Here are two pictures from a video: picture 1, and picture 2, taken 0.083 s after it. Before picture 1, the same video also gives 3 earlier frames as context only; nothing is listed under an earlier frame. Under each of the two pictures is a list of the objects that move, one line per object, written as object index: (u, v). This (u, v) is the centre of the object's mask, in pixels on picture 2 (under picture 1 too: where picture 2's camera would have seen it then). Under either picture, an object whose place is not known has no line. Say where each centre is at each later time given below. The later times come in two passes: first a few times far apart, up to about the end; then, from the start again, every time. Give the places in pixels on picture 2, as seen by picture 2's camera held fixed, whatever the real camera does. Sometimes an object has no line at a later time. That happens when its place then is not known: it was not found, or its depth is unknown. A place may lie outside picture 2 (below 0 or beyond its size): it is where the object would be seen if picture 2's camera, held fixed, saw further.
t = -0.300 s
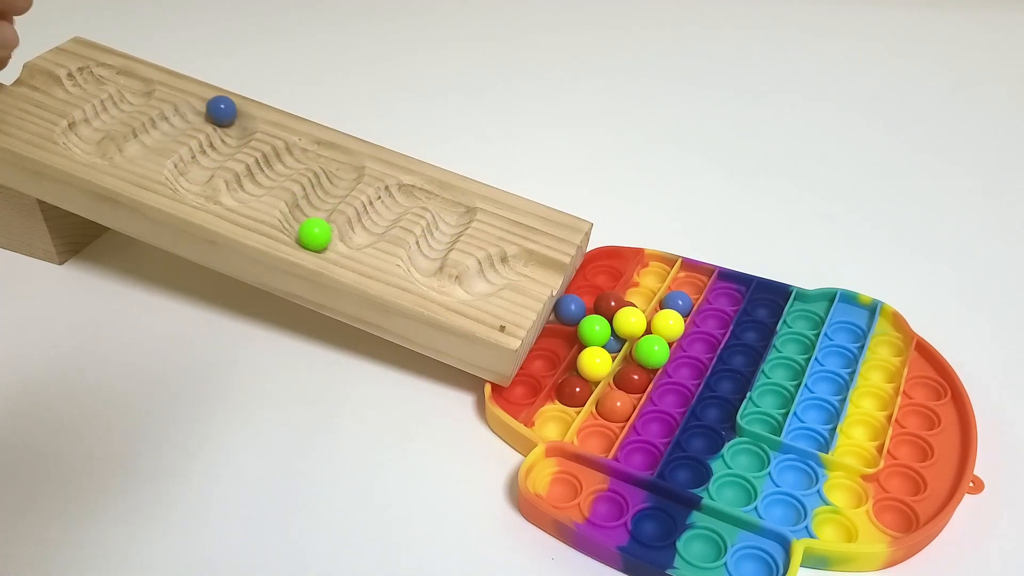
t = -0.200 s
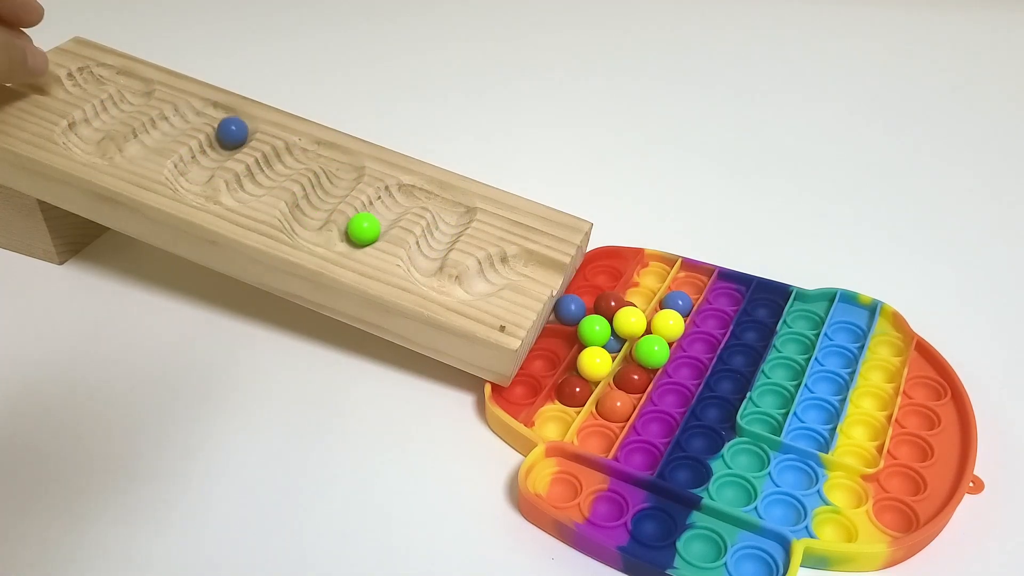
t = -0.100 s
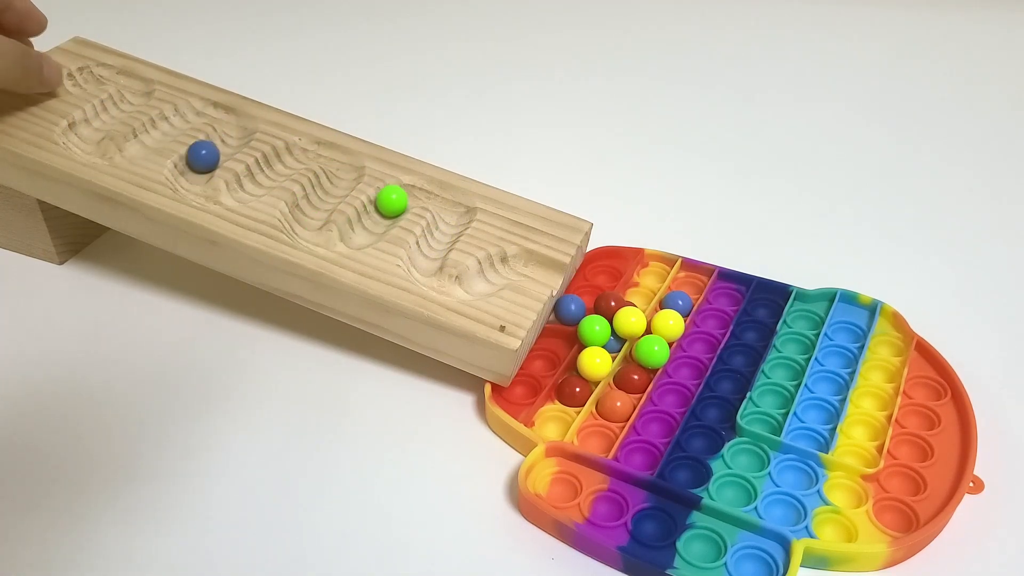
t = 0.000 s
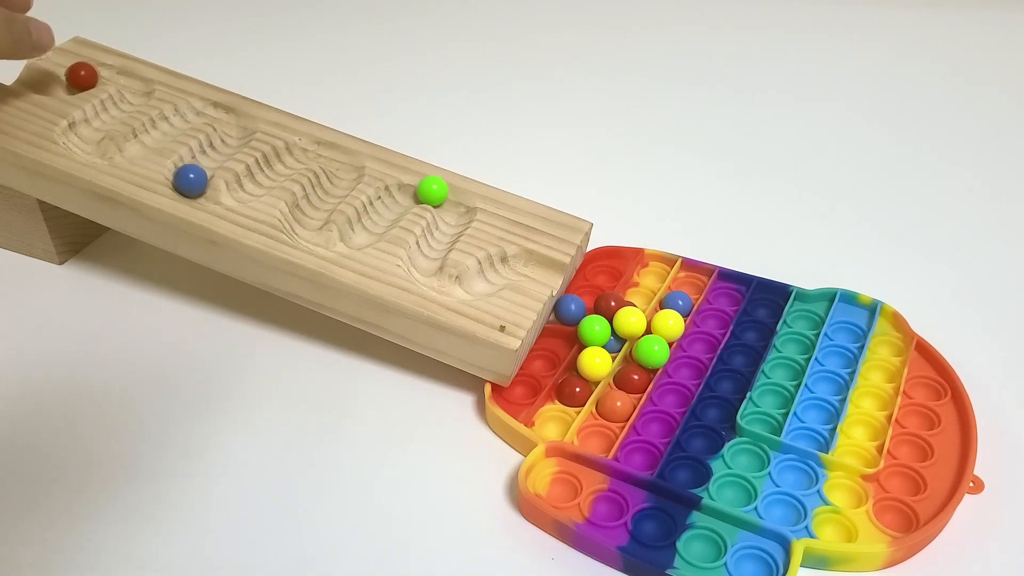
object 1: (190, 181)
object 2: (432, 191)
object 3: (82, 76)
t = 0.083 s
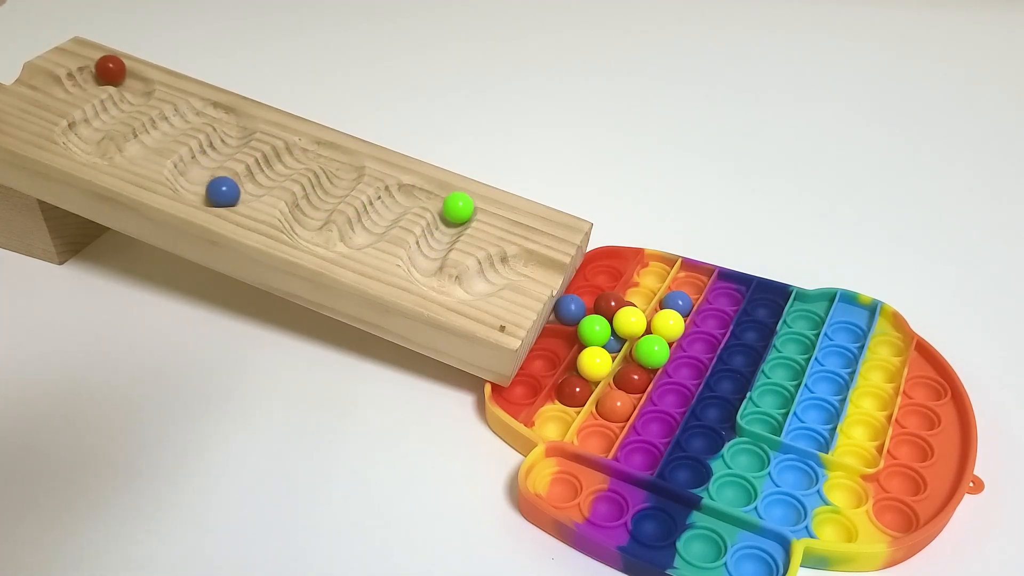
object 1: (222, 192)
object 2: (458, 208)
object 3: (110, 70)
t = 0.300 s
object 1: (306, 149)
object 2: (426, 256)
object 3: (134, 93)
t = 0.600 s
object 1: (305, 222)
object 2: (516, 262)
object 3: (86, 128)
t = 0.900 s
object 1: (407, 191)
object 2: (611, 302)
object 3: (148, 137)
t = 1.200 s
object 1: (428, 250)
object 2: (611, 302)
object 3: (232, 118)
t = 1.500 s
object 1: (517, 262)
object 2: (611, 302)
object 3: (194, 185)
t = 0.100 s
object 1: (231, 191)
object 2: (458, 211)
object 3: (114, 71)
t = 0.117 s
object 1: (239, 189)
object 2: (455, 216)
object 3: (119, 73)
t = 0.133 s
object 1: (246, 186)
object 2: (450, 220)
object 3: (123, 74)
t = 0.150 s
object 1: (252, 182)
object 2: (446, 225)
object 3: (125, 75)
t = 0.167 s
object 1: (258, 178)
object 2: (444, 228)
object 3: (128, 76)
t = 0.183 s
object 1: (263, 174)
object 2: (441, 231)
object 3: (130, 78)
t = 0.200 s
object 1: (269, 170)
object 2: (439, 234)
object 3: (132, 80)
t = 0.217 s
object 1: (275, 166)
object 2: (436, 238)
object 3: (134, 81)
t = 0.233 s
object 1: (282, 162)
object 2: (433, 241)
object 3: (135, 84)
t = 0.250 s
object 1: (287, 158)
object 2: (431, 244)
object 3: (135, 86)
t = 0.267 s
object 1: (293, 154)
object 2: (429, 248)
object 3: (135, 89)
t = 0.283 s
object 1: (299, 151)
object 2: (428, 252)
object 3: (135, 91)
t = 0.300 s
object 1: (306, 149)
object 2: (426, 256)
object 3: (134, 93)
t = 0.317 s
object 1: (313, 148)
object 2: (425, 259)
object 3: (132, 95)
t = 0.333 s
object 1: (321, 149)
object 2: (424, 263)
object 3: (129, 97)
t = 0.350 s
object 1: (329, 151)
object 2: (425, 267)
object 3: (126, 98)
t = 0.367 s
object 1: (336, 154)
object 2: (427, 271)
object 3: (122, 100)
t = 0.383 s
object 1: (341, 158)
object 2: (431, 274)
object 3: (117, 103)
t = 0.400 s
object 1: (345, 162)
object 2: (436, 277)
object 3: (114, 104)
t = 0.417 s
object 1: (346, 166)
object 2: (442, 280)
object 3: (112, 106)
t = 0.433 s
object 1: (344, 170)
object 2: (448, 282)
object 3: (109, 108)
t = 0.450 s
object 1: (341, 177)
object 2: (457, 284)
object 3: (106, 110)
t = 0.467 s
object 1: (336, 182)
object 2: (465, 285)
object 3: (104, 112)
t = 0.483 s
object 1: (330, 186)
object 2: (472, 283)
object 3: (101, 113)
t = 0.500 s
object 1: (324, 190)
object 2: (479, 281)
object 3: (98, 115)
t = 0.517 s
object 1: (319, 195)
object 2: (484, 277)
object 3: (96, 117)
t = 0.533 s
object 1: (314, 200)
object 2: (489, 274)
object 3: (94, 119)
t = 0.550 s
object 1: (309, 205)
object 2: (495, 270)
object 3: (92, 121)
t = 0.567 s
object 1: (306, 210)
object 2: (502, 267)
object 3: (90, 123)
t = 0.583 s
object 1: (304, 215)
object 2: (509, 264)
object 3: (88, 125)
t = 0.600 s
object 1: (305, 222)
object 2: (516, 262)
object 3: (86, 128)
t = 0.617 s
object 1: (308, 228)
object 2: (523, 264)
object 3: (84, 130)
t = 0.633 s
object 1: (313, 233)
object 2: (530, 266)
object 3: (82, 133)
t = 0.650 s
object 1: (320, 237)
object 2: (538, 267)
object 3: (82, 135)
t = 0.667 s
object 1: (330, 239)
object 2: (545, 270)
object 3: (84, 138)
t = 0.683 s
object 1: (339, 238)
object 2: (553, 274)
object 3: (84, 141)
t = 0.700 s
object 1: (349, 236)
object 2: (562, 279)
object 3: (86, 143)
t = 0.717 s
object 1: (357, 233)
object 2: (570, 284)
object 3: (89, 146)
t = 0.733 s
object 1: (364, 230)
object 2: (580, 290)
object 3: (93, 148)
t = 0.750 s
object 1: (370, 226)
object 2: (590, 294)
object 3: (97, 149)
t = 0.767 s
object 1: (372, 223)
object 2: (598, 297)
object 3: (103, 149)
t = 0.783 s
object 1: (374, 219)
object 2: (606, 297)
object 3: (109, 149)
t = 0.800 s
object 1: (375, 213)
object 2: (609, 298)
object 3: (115, 149)
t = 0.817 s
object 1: (378, 208)
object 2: (610, 300)
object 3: (122, 148)
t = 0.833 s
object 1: (384, 205)
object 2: (611, 302)
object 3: (129, 147)
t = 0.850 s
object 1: (390, 202)
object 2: (611, 302)
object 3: (134, 145)
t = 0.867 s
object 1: (396, 198)
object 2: (611, 302)
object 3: (138, 142)
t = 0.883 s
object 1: (401, 194)
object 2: (611, 302)
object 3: (143, 139)
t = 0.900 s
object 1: (407, 191)
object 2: (611, 302)
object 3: (148, 137)
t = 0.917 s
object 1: (414, 189)
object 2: (611, 302)
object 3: (152, 134)
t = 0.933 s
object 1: (422, 190)
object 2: (611, 302)
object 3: (157, 131)
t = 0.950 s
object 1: (431, 190)
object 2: (611, 302)
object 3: (161, 129)
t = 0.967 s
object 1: (439, 192)
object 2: (611, 302)
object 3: (165, 125)
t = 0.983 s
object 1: (446, 196)
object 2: (611, 302)
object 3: (169, 123)
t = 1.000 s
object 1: (452, 201)
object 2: (611, 302)
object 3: (172, 120)
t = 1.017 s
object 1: (457, 204)
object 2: (611, 302)
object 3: (175, 118)
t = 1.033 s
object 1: (459, 207)
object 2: (611, 302)
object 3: (178, 116)
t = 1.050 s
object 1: (459, 211)
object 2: (611, 302)
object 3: (182, 114)
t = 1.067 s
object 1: (456, 215)
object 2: (611, 302)
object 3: (186, 112)
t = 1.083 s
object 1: (450, 221)
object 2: (611, 302)
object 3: (191, 111)
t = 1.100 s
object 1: (445, 227)
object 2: (611, 302)
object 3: (197, 109)
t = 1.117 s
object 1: (443, 230)
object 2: (611, 302)
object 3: (203, 109)
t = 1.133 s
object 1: (440, 233)
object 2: (611, 302)
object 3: (211, 109)
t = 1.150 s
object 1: (436, 238)
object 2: (611, 302)
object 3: (217, 110)
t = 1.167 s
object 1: (434, 242)
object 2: (611, 302)
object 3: (224, 112)
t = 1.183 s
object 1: (431, 246)
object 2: (611, 302)
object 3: (229, 115)
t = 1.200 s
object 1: (428, 250)
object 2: (611, 302)
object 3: (232, 118)
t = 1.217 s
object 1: (427, 254)
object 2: (611, 302)
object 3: (234, 121)
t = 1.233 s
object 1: (425, 258)
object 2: (611, 302)
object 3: (236, 124)
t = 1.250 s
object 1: (425, 263)
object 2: (611, 302)
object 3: (236, 127)
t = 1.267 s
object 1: (425, 267)
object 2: (611, 302)
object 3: (234, 132)
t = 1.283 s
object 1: (428, 271)
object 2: (611, 302)
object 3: (230, 135)
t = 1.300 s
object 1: (432, 275)
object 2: (611, 302)
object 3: (225, 140)
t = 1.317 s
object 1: (438, 278)
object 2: (611, 302)
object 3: (219, 143)
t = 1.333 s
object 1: (445, 281)
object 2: (611, 302)
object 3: (215, 147)
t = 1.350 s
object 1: (453, 284)
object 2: (611, 302)
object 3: (211, 151)
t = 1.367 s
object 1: (461, 284)
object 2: (611, 302)
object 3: (206, 155)
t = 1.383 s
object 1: (470, 283)
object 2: (611, 302)
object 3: (201, 158)
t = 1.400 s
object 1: (477, 281)
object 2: (611, 302)
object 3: (197, 162)
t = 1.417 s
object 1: (483, 279)
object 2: (611, 302)
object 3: (193, 165)
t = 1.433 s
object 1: (488, 275)
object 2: (611, 302)
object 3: (191, 168)
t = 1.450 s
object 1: (494, 271)
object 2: (611, 302)
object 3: (189, 173)
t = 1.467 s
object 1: (501, 267)
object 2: (611, 302)
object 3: (189, 177)
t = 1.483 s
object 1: (509, 265)
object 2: (611, 302)
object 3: (190, 182)
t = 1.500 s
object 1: (517, 262)
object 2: (611, 302)
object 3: (194, 185)
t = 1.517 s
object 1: (525, 262)
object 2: (611, 302)
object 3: (200, 189)
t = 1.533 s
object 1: (532, 264)
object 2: (611, 302)
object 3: (207, 191)
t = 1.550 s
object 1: (540, 268)
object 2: (611, 302)
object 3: (215, 193)
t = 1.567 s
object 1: (548, 272)
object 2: (611, 302)
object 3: (224, 191)
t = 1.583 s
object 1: (558, 276)
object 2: (611, 302)
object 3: (232, 191)
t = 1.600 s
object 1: (566, 282)
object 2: (611, 302)
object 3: (239, 189)
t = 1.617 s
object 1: (574, 289)
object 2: (611, 302)
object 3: (247, 186)
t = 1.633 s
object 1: (580, 288)
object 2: (612, 302)
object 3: (251, 184)
